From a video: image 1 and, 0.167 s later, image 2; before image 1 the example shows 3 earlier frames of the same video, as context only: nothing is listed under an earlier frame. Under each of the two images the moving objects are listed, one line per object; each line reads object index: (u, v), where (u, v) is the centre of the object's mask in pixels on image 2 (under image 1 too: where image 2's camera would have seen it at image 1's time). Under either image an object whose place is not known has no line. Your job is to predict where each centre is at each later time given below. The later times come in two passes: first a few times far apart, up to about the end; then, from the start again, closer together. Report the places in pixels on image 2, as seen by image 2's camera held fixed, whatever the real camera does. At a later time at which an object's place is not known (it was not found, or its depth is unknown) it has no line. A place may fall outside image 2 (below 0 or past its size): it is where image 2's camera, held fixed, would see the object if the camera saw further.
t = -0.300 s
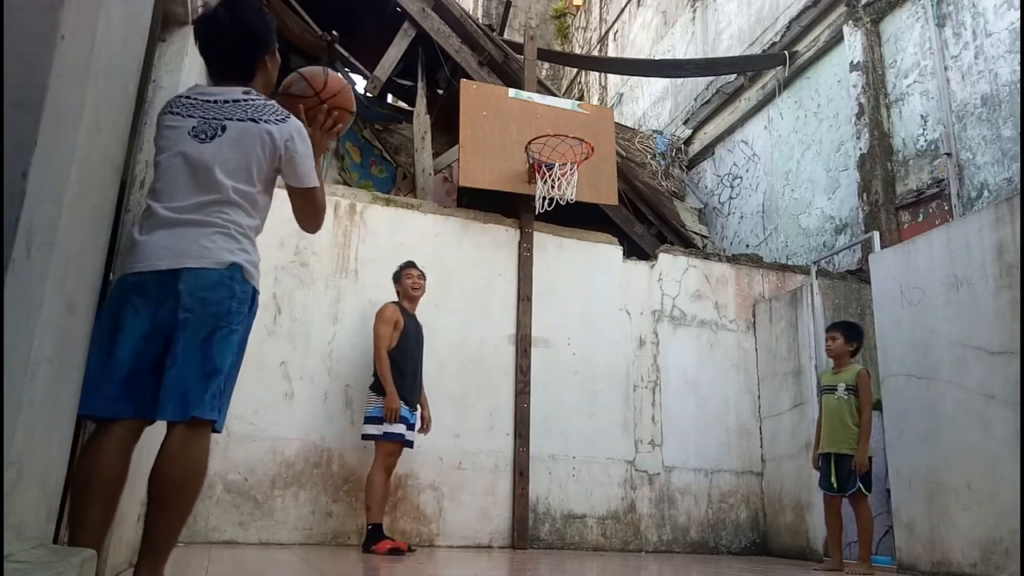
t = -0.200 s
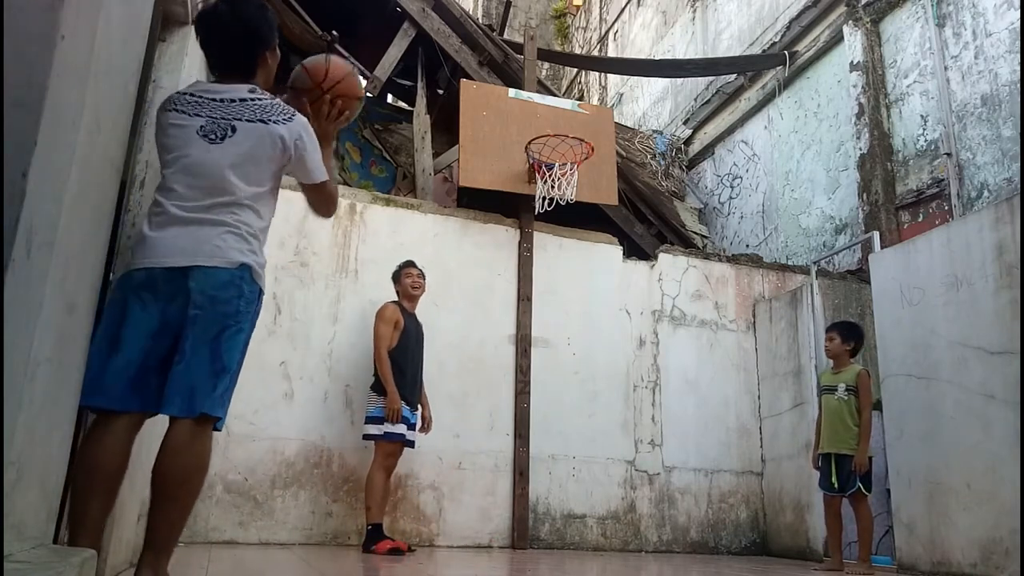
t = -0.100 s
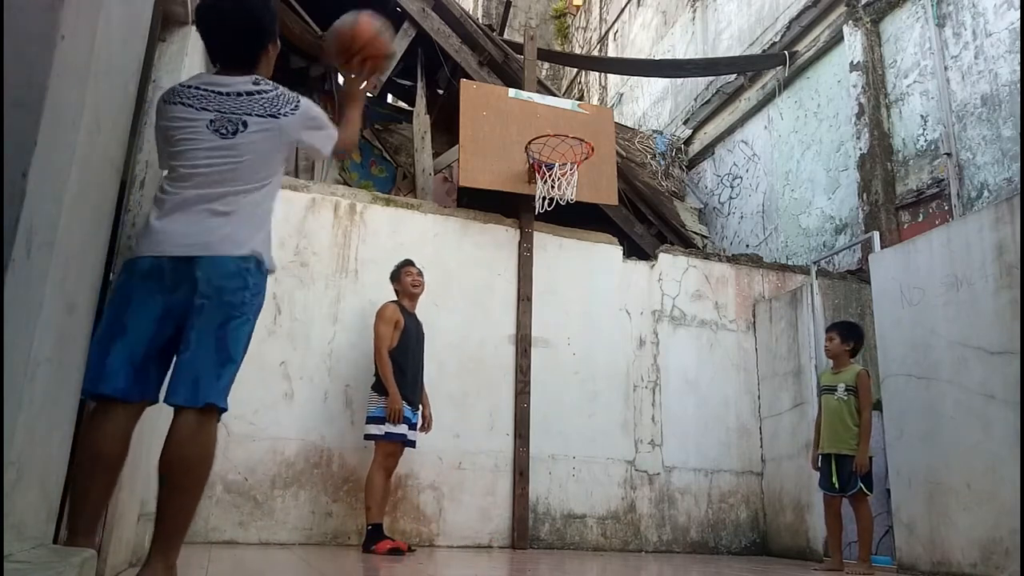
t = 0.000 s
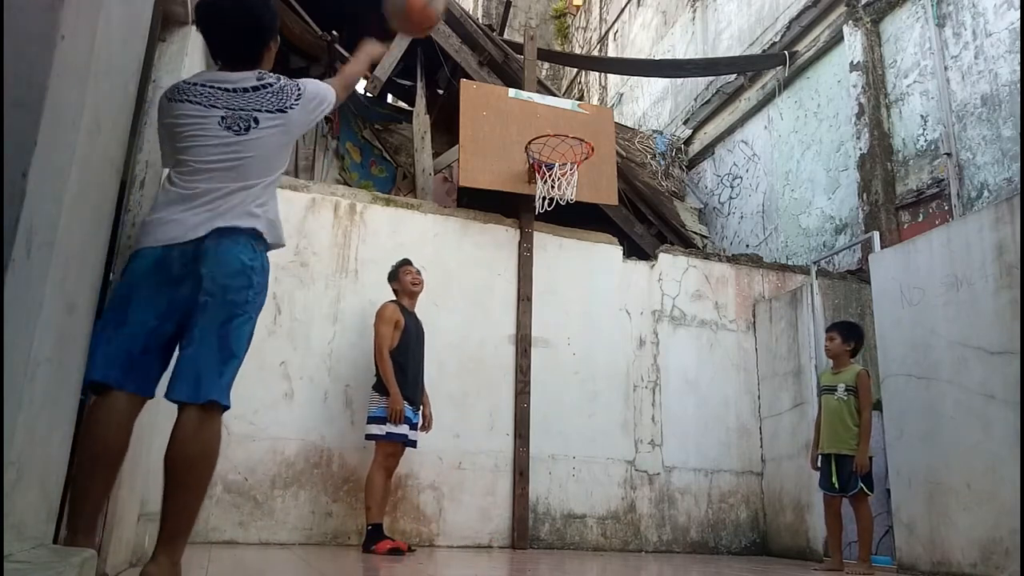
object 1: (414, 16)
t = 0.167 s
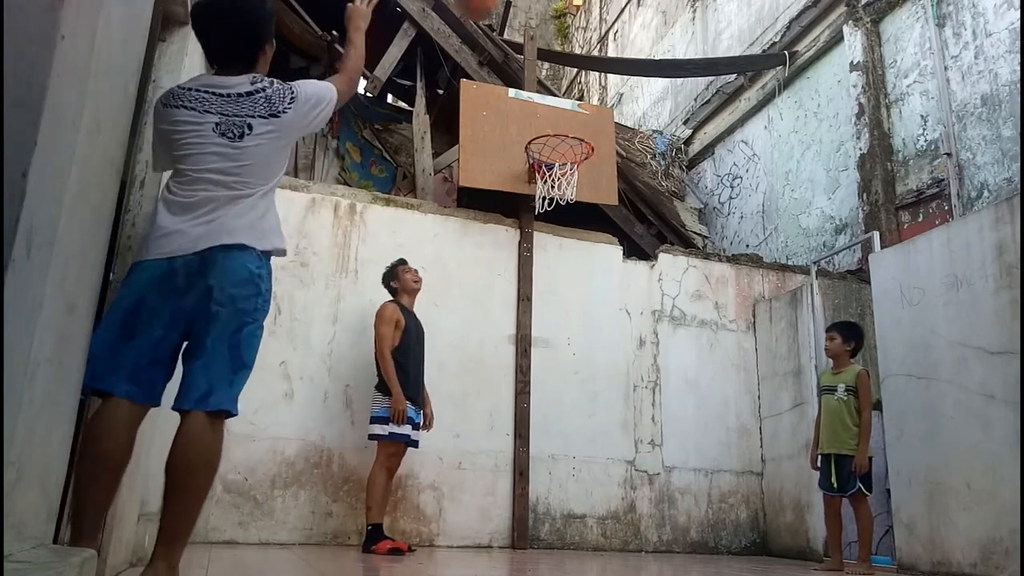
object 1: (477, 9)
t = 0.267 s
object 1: (504, 15)
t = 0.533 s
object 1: (554, 106)
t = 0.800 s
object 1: (586, 91)
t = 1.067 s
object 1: (619, 156)
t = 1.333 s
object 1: (656, 355)
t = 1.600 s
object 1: (694, 426)
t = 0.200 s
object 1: (488, 11)
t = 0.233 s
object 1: (495, 12)
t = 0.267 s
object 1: (504, 15)
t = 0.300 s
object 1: (511, 18)
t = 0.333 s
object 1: (518, 27)
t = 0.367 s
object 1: (526, 37)
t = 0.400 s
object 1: (533, 49)
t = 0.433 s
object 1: (539, 61)
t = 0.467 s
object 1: (544, 73)
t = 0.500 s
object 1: (549, 90)
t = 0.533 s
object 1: (554, 106)
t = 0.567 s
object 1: (559, 116)
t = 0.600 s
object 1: (563, 108)
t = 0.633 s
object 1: (567, 103)
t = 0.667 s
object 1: (571, 97)
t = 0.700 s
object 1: (576, 94)
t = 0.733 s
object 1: (579, 91)
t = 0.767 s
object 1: (583, 90)
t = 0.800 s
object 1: (586, 91)
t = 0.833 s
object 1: (590, 94)
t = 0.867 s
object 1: (595, 98)
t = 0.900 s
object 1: (599, 104)
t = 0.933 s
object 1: (603, 110)
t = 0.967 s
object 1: (606, 120)
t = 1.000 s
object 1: (610, 131)
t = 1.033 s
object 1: (613, 142)
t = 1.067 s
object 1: (619, 156)
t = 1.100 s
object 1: (623, 173)
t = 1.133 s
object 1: (628, 192)
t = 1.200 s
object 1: (637, 235)
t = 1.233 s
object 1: (641, 259)
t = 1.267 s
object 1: (646, 291)
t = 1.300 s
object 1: (650, 322)
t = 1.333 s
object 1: (656, 355)
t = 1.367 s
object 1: (662, 394)
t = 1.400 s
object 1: (668, 435)
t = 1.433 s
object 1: (673, 482)
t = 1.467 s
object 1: (681, 532)
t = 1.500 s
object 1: (685, 528)
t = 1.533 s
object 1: (687, 489)
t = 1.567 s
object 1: (690, 456)
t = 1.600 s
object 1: (694, 426)
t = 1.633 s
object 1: (697, 396)
